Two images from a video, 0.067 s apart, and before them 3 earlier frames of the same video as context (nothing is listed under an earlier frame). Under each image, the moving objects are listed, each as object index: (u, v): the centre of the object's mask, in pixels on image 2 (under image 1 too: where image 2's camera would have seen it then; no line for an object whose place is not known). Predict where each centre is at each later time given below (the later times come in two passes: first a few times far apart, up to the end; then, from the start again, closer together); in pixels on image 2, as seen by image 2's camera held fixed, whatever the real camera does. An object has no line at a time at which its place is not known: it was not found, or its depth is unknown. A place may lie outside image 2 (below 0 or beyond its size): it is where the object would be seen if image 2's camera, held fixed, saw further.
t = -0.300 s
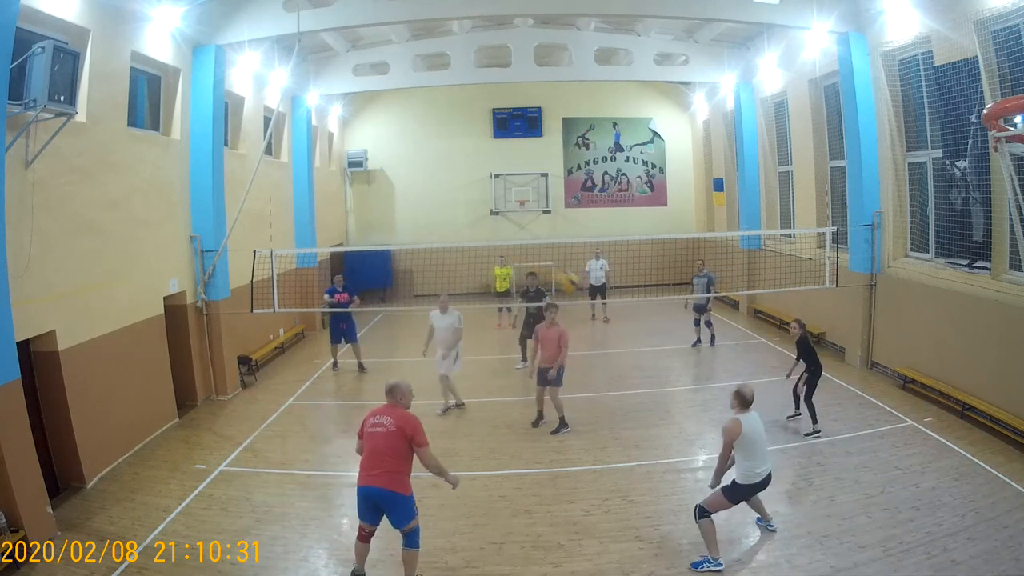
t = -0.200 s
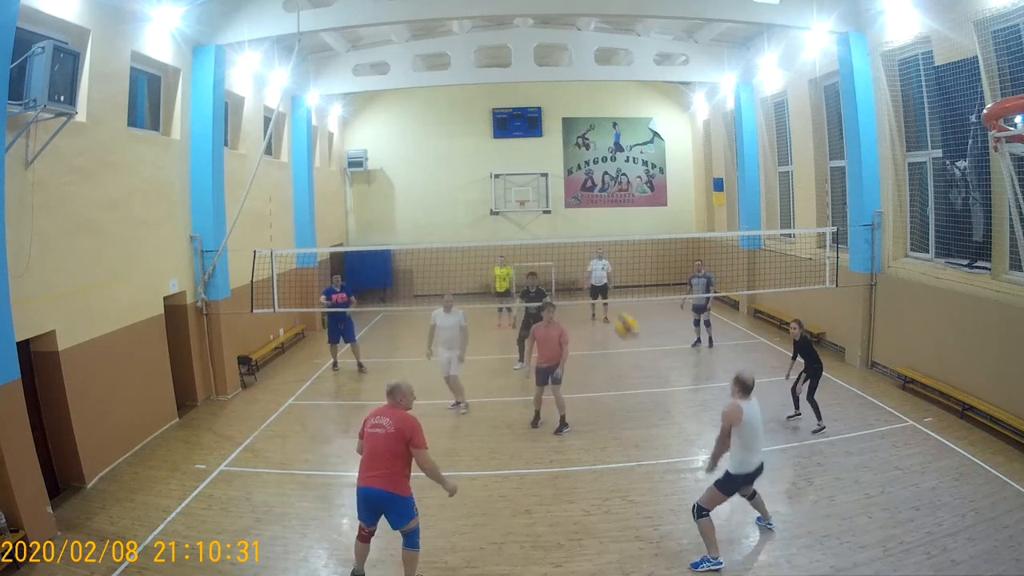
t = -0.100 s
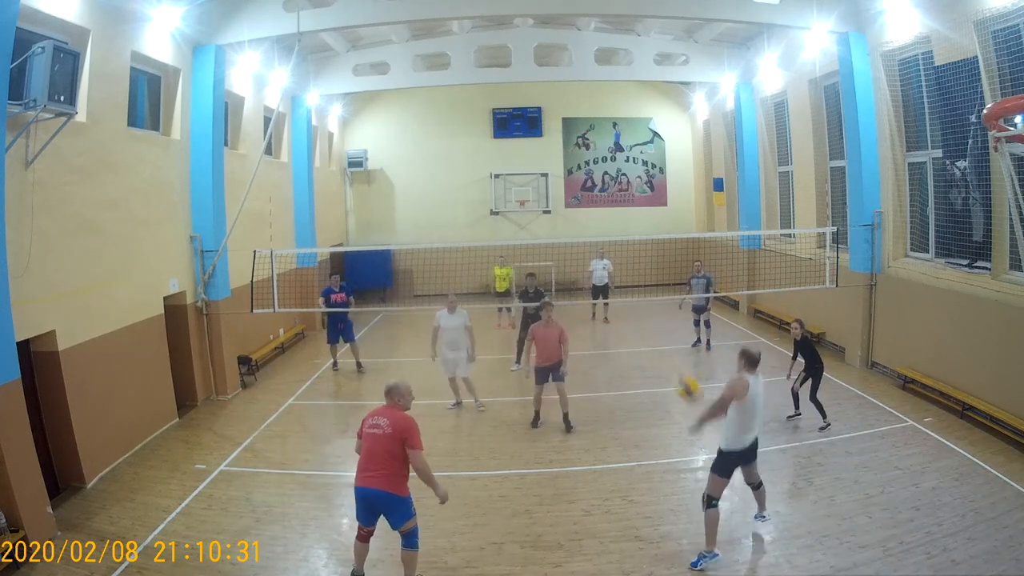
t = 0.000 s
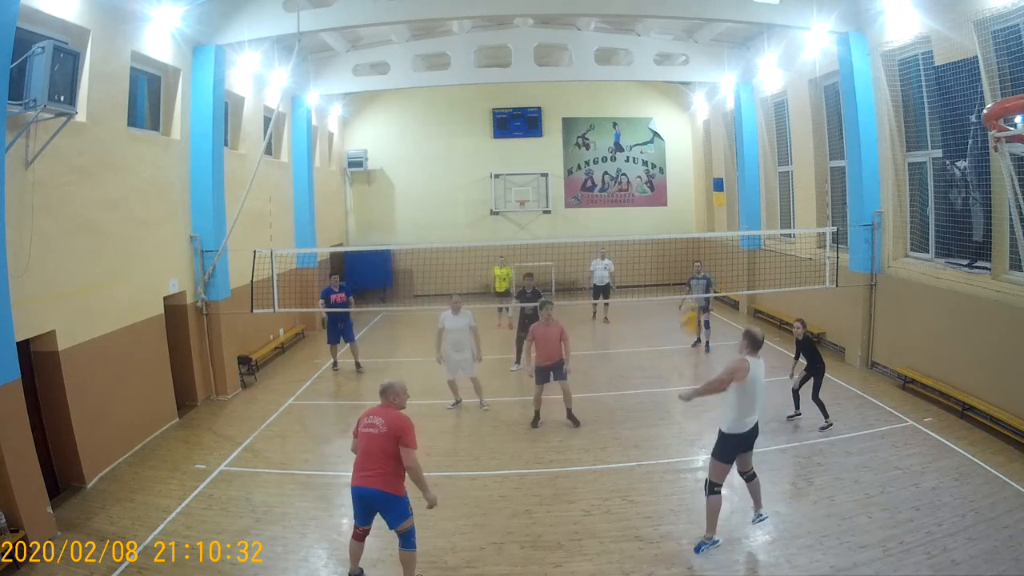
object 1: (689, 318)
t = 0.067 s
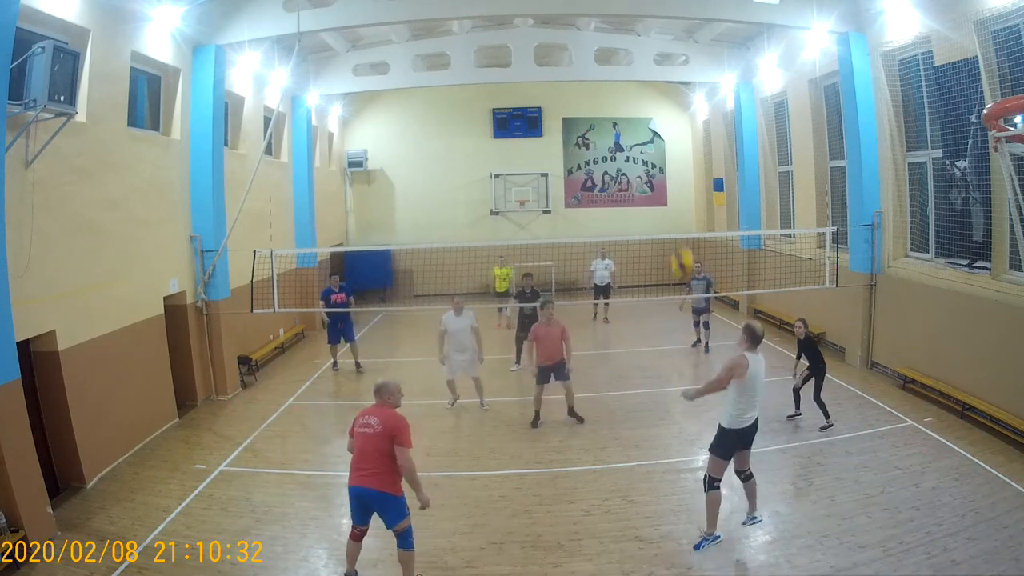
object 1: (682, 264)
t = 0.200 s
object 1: (665, 172)
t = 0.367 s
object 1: (646, 96)
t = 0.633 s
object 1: (623, 47)
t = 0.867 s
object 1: (610, 55)
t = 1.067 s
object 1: (603, 93)
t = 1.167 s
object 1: (599, 122)
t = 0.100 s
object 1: (680, 238)
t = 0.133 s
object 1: (674, 214)
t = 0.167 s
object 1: (670, 191)
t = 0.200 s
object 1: (665, 172)
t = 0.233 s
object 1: (662, 154)
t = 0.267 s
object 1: (658, 136)
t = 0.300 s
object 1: (653, 120)
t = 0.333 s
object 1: (649, 108)
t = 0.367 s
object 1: (646, 96)
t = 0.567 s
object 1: (628, 51)
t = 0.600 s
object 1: (626, 49)
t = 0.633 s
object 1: (623, 47)
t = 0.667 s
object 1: (621, 45)
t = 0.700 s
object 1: (619, 44)
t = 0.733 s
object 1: (617, 44)
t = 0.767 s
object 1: (615, 46)
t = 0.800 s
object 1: (613, 48)
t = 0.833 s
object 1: (611, 51)
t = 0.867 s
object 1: (610, 55)
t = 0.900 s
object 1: (609, 59)
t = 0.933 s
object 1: (608, 65)
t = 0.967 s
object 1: (607, 71)
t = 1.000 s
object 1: (605, 77)
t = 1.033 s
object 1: (604, 85)
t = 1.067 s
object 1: (603, 93)
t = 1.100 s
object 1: (602, 102)
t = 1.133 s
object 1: (601, 112)
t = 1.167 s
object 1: (599, 122)
